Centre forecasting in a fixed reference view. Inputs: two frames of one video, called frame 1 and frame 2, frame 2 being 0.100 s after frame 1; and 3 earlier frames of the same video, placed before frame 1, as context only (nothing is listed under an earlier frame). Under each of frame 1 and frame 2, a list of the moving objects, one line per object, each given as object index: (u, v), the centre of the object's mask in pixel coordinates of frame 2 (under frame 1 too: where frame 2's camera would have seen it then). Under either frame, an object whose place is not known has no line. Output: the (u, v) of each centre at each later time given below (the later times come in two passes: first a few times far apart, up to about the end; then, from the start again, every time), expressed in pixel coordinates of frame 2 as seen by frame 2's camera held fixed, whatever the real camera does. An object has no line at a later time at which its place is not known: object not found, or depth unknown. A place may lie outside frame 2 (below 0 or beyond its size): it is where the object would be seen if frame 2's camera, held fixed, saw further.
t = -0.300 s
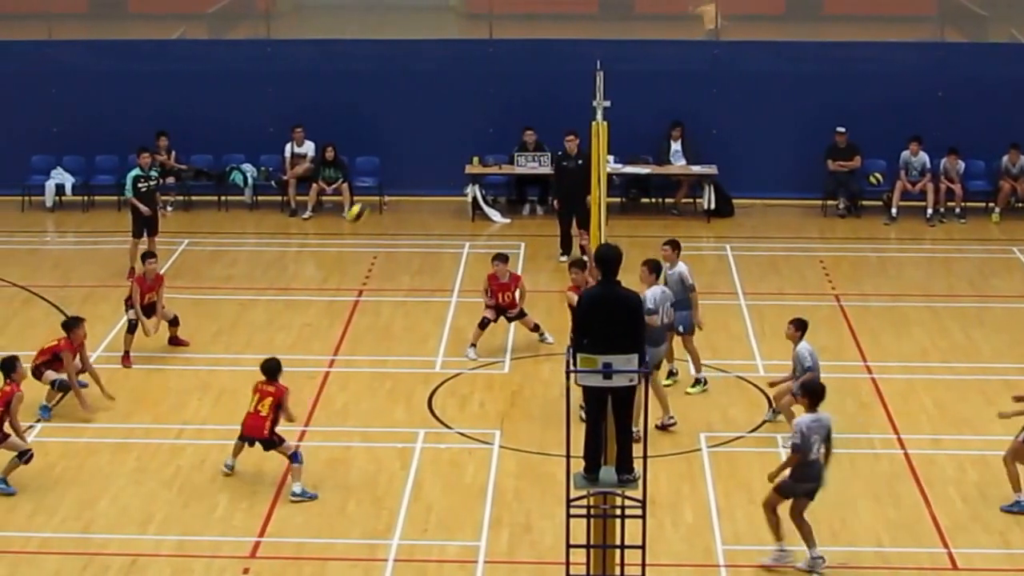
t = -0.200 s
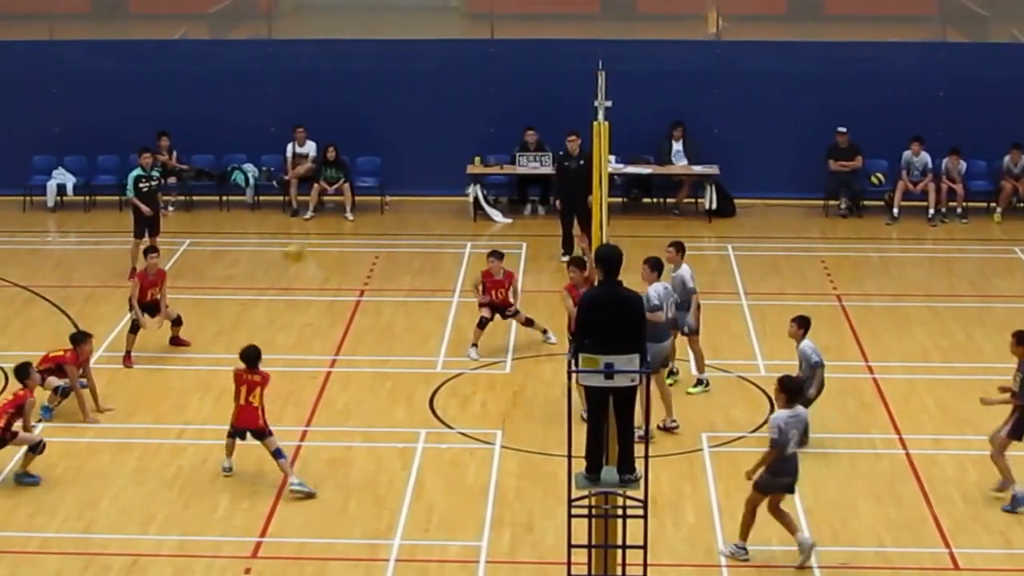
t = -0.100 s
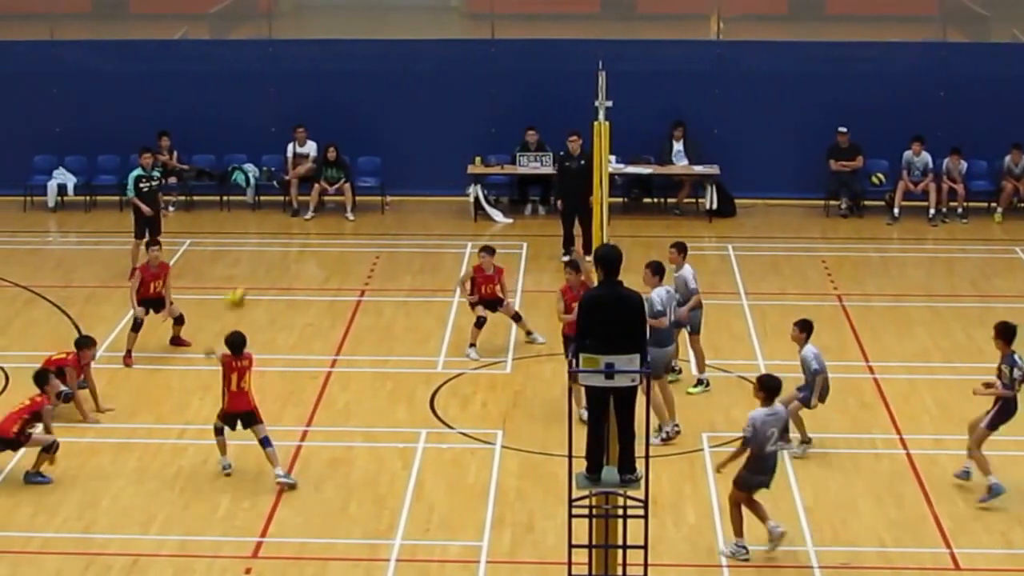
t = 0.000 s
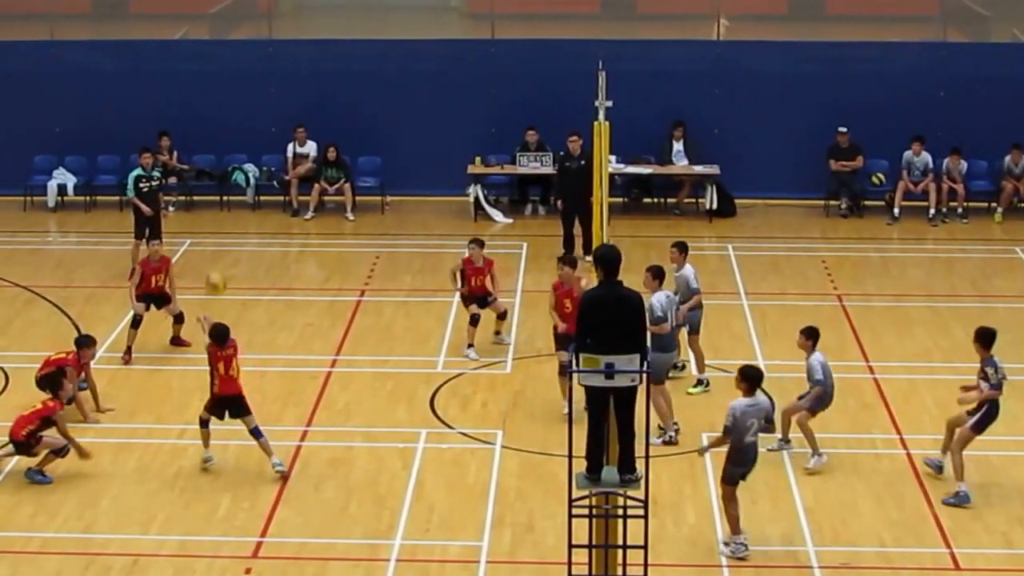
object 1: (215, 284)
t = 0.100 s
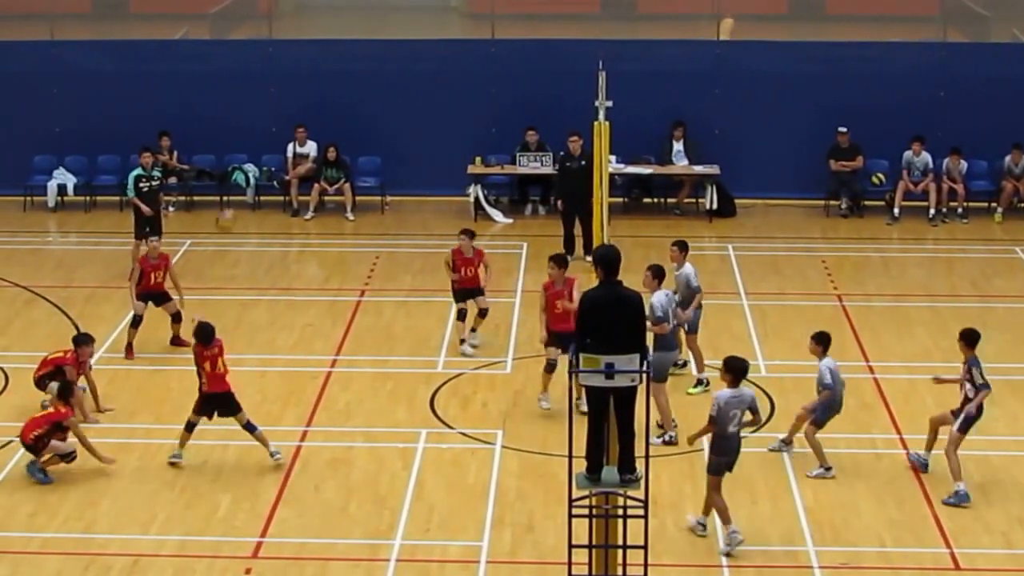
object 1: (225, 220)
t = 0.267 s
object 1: (247, 137)
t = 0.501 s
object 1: (278, 69)
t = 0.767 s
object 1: (315, 58)
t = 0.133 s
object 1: (232, 199)
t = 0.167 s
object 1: (234, 183)
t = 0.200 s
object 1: (238, 167)
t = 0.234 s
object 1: (243, 151)
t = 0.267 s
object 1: (247, 137)
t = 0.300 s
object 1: (251, 125)
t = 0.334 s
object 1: (256, 112)
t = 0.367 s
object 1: (261, 102)
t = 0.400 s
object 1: (265, 92)
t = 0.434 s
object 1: (269, 82)
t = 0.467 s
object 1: (274, 75)
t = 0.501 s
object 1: (278, 69)
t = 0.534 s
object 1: (283, 63)
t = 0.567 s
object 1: (287, 59)
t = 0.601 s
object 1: (292, 56)
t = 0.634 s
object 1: (297, 54)
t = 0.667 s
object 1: (302, 54)
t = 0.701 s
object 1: (306, 54)
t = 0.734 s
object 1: (311, 55)
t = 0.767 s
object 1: (315, 58)
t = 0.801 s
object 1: (319, 62)
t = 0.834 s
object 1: (325, 66)
